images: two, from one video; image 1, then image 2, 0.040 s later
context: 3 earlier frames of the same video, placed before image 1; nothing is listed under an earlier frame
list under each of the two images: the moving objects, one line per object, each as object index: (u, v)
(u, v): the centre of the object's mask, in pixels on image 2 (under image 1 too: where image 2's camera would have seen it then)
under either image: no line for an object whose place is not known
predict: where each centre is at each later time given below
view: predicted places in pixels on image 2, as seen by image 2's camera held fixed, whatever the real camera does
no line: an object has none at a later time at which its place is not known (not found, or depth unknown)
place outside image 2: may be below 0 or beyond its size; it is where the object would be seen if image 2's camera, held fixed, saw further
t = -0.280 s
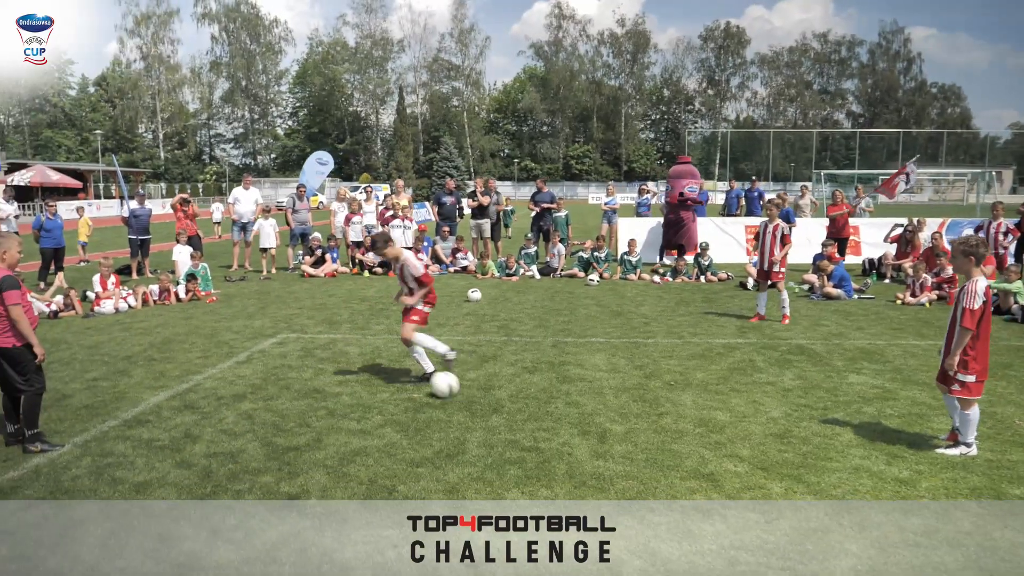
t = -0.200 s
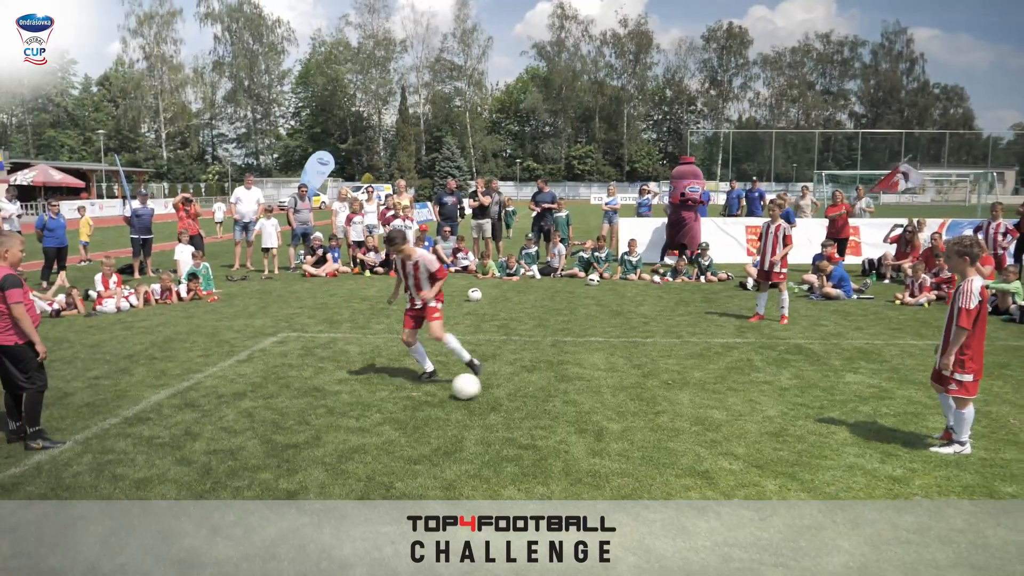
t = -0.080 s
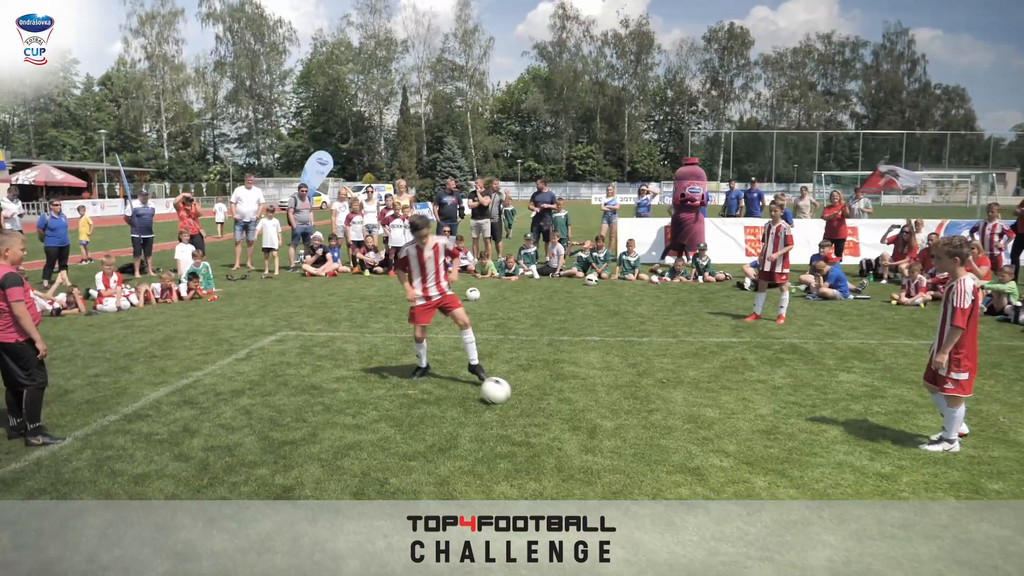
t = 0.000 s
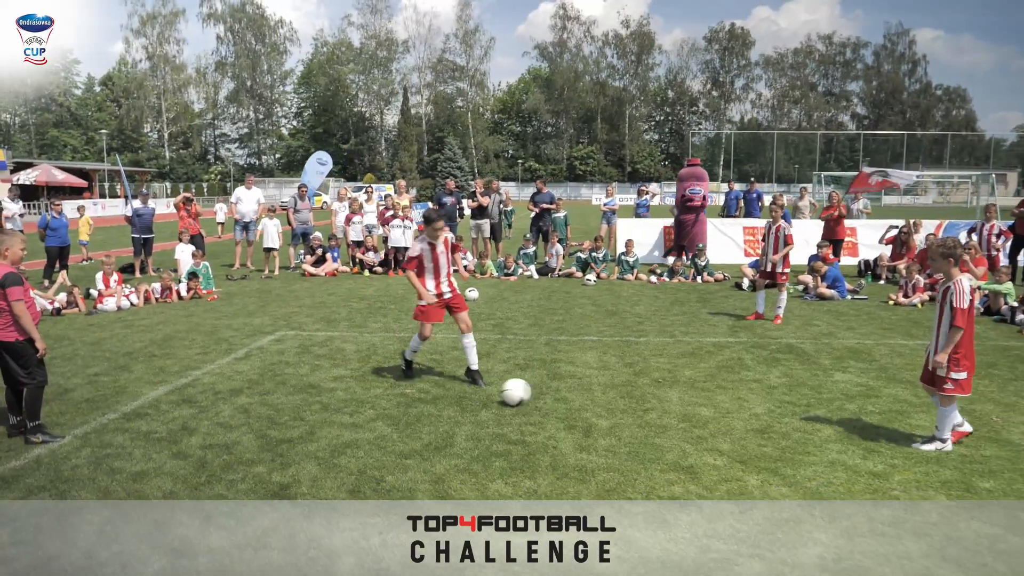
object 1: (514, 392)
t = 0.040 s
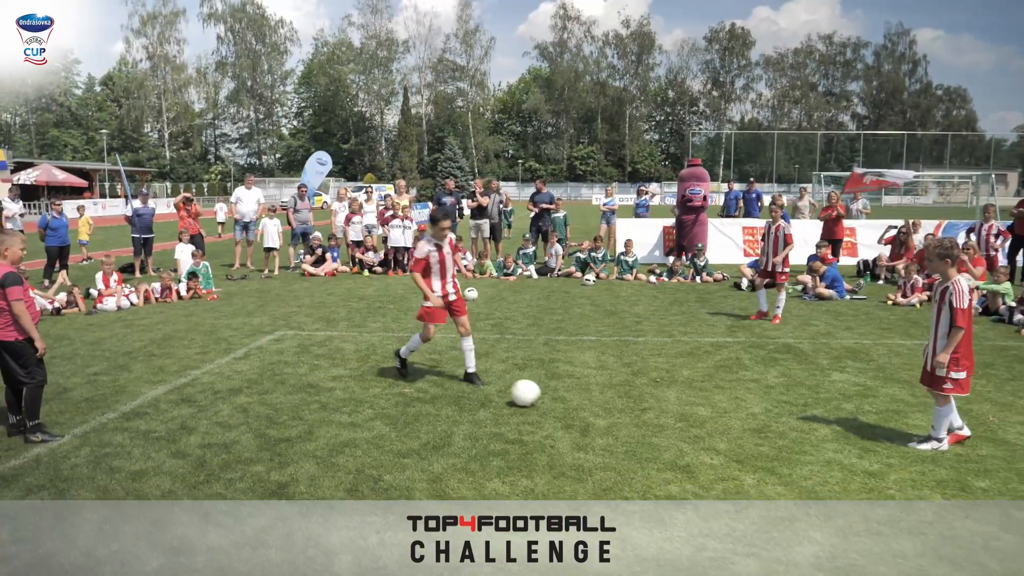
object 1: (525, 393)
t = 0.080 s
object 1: (537, 395)
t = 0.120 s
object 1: (549, 397)
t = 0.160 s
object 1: (560, 399)
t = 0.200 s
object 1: (572, 401)
